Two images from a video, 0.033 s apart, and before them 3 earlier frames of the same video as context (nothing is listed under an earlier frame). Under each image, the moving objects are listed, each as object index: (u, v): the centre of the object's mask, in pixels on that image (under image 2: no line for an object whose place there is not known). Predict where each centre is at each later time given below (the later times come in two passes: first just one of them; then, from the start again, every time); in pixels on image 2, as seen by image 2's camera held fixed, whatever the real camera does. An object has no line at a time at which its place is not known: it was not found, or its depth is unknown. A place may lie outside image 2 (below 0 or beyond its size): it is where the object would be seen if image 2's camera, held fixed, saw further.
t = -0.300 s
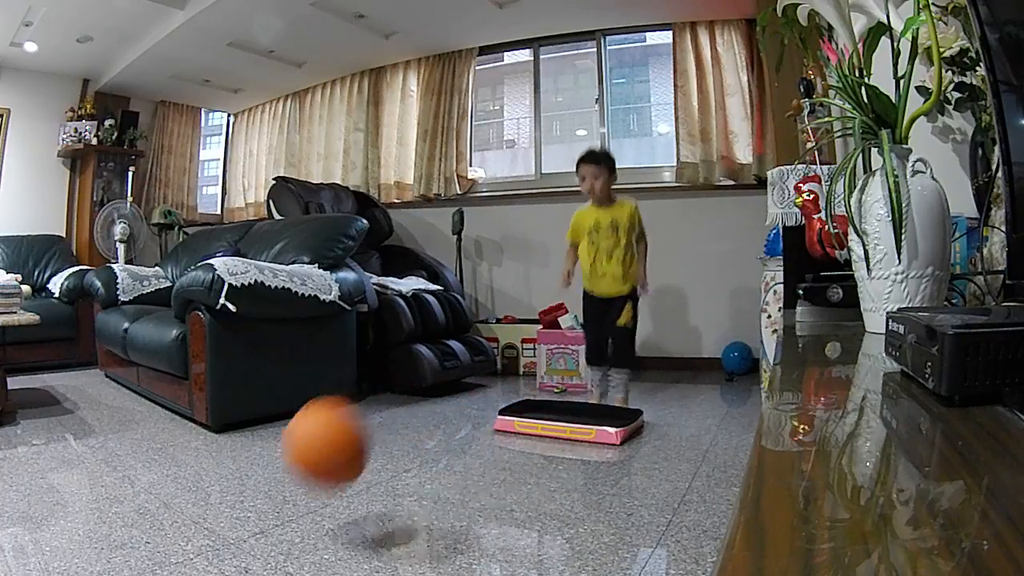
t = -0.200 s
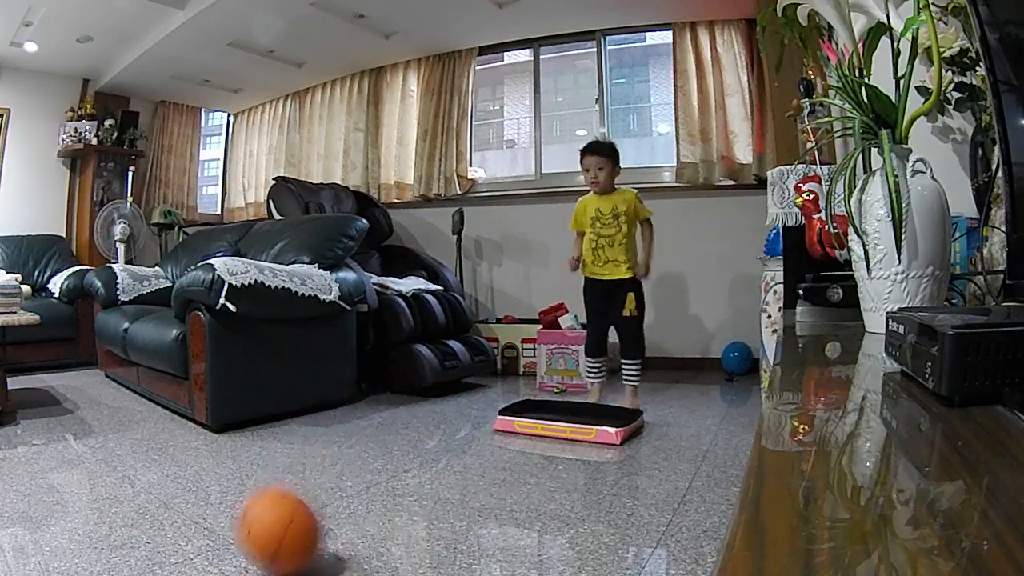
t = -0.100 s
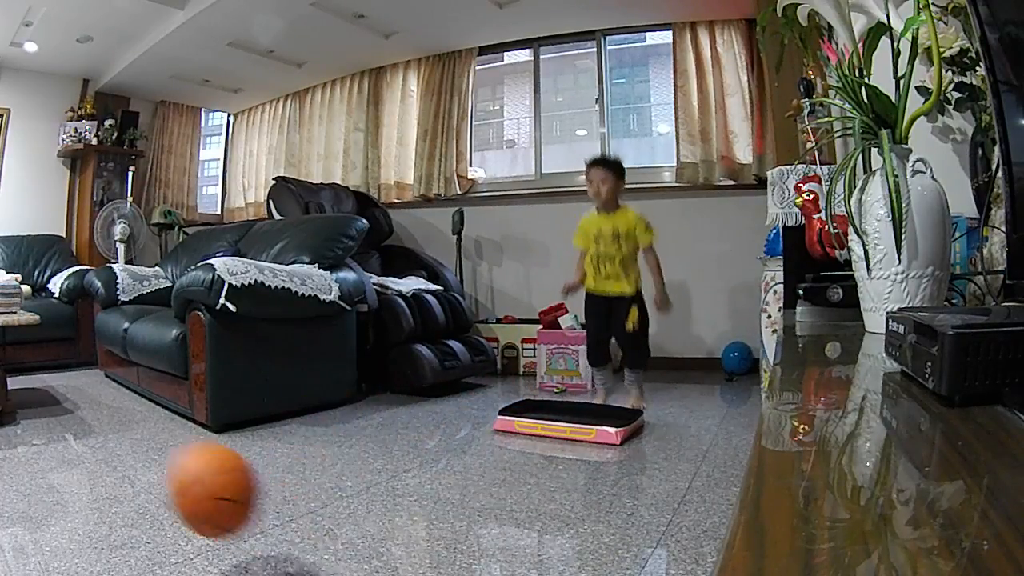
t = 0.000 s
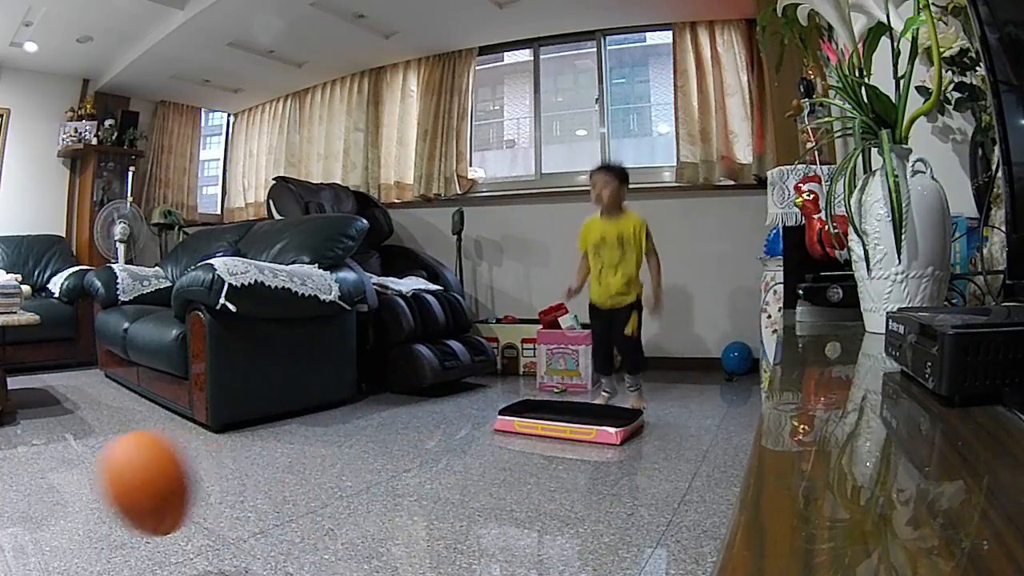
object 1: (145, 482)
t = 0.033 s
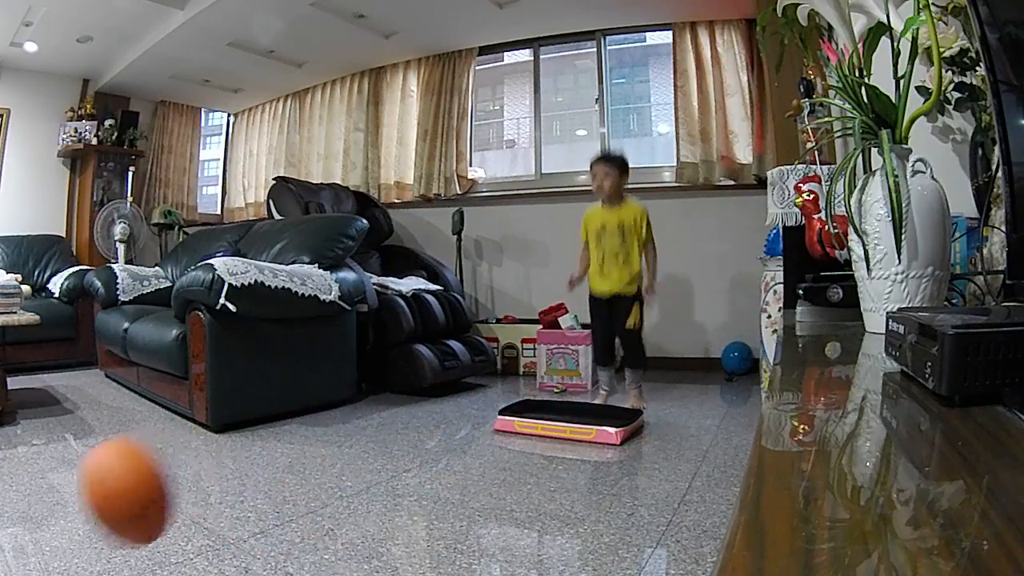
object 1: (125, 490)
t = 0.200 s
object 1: (32, 553)
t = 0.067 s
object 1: (106, 504)
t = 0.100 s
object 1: (90, 524)
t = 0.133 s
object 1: (73, 542)
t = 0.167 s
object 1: (55, 558)
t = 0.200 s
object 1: (32, 553)
